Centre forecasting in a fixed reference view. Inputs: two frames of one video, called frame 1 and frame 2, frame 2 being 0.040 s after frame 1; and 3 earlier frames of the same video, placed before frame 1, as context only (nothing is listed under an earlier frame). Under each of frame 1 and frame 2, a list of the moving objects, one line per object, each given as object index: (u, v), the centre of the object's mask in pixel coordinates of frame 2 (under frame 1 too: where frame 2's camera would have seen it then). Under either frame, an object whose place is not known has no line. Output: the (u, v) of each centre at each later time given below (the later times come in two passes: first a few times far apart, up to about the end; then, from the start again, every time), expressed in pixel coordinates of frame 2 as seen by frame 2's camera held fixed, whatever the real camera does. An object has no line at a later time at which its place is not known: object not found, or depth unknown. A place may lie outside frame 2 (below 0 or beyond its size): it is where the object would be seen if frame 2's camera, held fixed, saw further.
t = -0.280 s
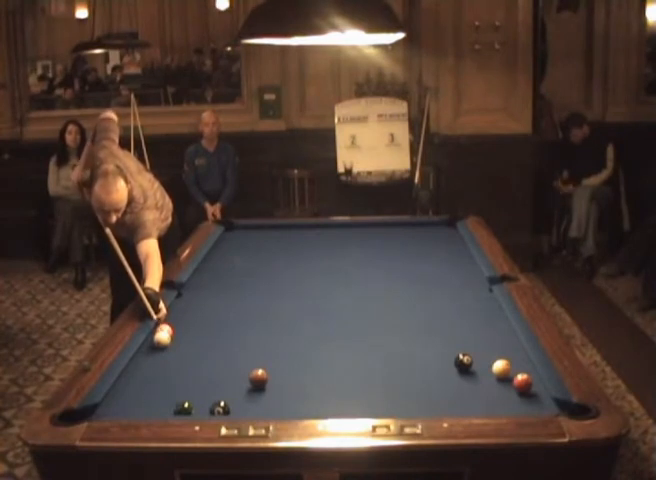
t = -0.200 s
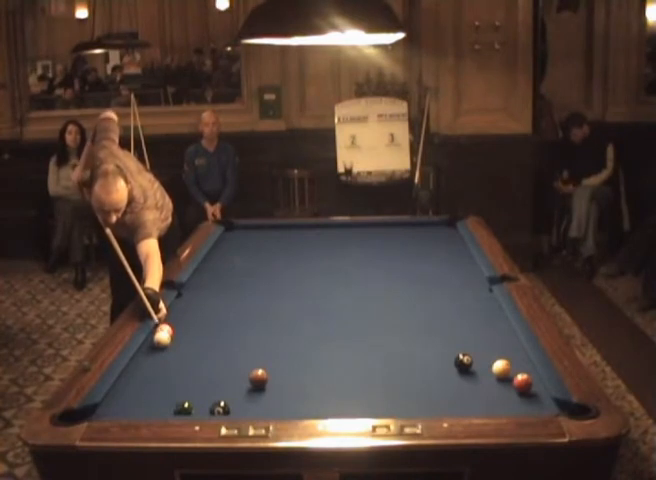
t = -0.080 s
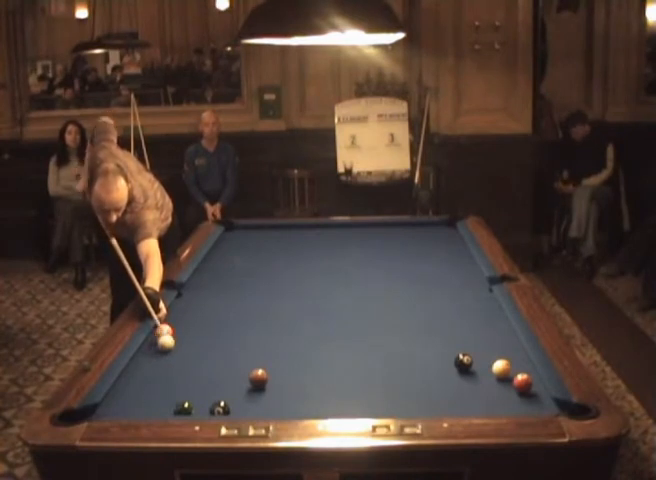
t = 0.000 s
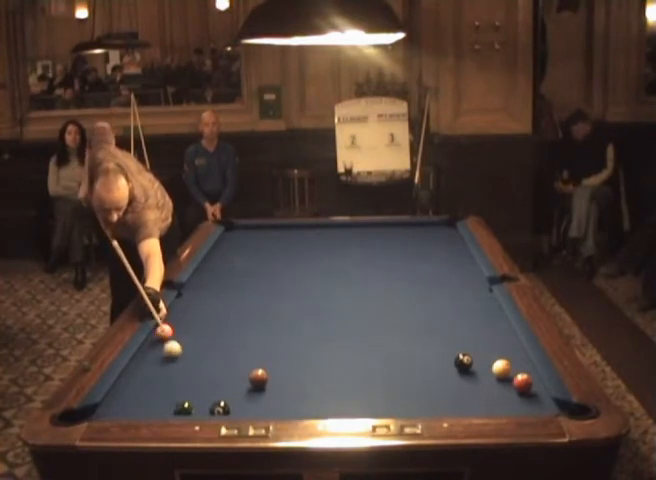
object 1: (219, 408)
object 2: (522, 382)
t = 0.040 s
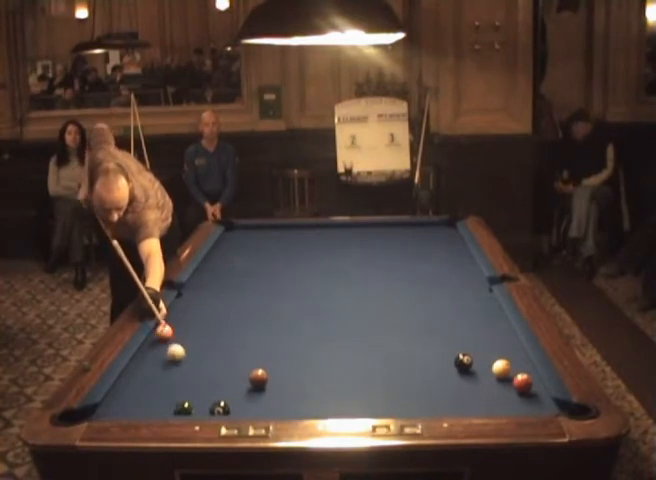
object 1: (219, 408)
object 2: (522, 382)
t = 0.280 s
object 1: (219, 408)
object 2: (522, 382)
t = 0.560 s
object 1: (220, 409)
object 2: (522, 382)
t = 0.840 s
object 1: (221, 403)
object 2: (522, 382)
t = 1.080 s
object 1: (225, 391)
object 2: (522, 382)
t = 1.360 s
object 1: (229, 379)
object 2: (522, 382)
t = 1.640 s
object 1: (232, 369)
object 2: (522, 382)
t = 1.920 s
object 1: (235, 360)
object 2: (522, 382)
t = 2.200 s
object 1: (237, 353)
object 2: (522, 382)
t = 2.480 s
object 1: (239, 347)
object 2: (522, 382)
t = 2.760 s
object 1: (240, 342)
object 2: (522, 382)
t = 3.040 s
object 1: (242, 337)
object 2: (531, 381)
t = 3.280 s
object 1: (243, 333)
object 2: (530, 379)
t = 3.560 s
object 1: (244, 331)
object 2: (526, 376)
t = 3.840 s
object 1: (246, 328)
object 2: (522, 375)
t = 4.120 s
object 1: (248, 326)
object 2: (520, 374)
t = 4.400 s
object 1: (248, 324)
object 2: (520, 374)
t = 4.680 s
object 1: (247, 324)
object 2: (520, 374)
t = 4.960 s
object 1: (247, 324)
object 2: (520, 374)
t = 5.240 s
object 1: (247, 324)
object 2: (520, 374)
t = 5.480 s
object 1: (247, 324)
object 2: (520, 374)
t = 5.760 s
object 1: (247, 324)
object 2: (521, 374)
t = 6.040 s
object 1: (247, 324)
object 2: (520, 375)
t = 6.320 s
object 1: (247, 324)
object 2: (520, 375)
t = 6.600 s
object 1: (247, 324)
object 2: (520, 375)
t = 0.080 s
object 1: (219, 408)
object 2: (522, 382)
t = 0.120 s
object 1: (219, 408)
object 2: (522, 382)
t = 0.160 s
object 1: (219, 408)
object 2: (522, 382)
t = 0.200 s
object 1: (219, 408)
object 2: (522, 382)
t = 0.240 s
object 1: (219, 408)
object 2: (522, 382)
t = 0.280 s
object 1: (219, 408)
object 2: (522, 382)
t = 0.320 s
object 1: (219, 408)
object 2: (522, 382)
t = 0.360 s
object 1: (219, 408)
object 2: (522, 382)
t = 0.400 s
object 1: (220, 408)
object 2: (522, 382)
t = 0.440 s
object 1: (220, 409)
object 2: (522, 382)
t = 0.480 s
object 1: (220, 408)
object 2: (522, 382)
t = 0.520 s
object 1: (219, 408)
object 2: (522, 382)
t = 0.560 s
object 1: (220, 409)
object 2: (522, 382)
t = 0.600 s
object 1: (221, 409)
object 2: (522, 382)
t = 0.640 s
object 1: (219, 407)
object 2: (522, 382)
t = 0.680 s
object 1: (220, 406)
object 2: (522, 382)
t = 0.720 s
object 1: (220, 405)
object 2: (522, 382)
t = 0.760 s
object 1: (221, 404)
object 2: (522, 382)
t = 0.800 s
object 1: (222, 403)
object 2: (522, 382)
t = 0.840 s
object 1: (221, 403)
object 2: (522, 382)
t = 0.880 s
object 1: (223, 400)
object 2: (522, 382)
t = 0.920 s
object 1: (223, 397)
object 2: (522, 382)
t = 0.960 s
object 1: (224, 395)
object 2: (522, 382)
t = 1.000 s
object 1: (225, 394)
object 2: (522, 382)
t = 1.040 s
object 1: (225, 392)
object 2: (522, 382)
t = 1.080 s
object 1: (225, 391)
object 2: (522, 382)
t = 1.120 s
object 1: (226, 388)
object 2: (522, 382)
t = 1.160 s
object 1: (227, 386)
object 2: (522, 382)
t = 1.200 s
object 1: (227, 384)
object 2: (522, 382)
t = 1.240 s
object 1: (228, 383)
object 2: (522, 382)
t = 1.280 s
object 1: (228, 381)
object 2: (522, 382)
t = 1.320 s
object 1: (229, 379)
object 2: (522, 382)
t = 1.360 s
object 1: (229, 379)
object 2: (522, 382)
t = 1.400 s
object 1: (230, 377)
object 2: (522, 382)
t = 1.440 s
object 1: (230, 375)
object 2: (522, 382)
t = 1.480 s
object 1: (231, 374)
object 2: (522, 382)
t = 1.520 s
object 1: (231, 372)
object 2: (522, 382)
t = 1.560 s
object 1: (232, 370)
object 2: (522, 382)
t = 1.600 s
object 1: (232, 370)
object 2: (522, 382)
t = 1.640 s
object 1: (232, 369)
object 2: (522, 382)
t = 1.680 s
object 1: (233, 368)
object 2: (522, 382)
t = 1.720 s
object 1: (233, 366)
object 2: (522, 382)
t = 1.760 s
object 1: (233, 365)
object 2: (522, 382)
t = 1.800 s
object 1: (234, 364)
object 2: (522, 382)
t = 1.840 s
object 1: (234, 362)
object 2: (522, 382)
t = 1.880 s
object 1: (234, 361)
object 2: (522, 382)
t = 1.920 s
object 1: (235, 360)
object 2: (522, 382)
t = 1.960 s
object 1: (235, 359)
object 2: (522, 382)
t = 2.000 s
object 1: (236, 358)
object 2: (522, 382)
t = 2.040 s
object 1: (236, 357)
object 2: (522, 382)
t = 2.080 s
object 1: (236, 357)
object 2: (522, 382)
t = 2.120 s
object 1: (236, 355)
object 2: (522, 382)
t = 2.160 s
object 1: (237, 354)
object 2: (522, 382)
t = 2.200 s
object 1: (237, 353)
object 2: (522, 382)
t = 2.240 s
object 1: (237, 352)
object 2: (522, 382)
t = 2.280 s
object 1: (237, 351)
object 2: (522, 382)
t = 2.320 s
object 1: (238, 350)
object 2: (522, 382)
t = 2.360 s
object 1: (238, 349)
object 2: (522, 382)
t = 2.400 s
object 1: (238, 349)
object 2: (522, 382)
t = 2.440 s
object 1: (238, 348)
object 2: (522, 382)
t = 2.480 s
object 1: (239, 347)
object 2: (522, 382)
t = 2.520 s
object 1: (239, 346)
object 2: (522, 382)
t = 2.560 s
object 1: (239, 345)
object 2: (522, 382)
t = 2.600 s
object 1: (240, 344)
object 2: (522, 382)
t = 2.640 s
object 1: (240, 344)
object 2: (522, 382)
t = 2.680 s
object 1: (240, 343)
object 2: (522, 382)
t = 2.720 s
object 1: (240, 342)
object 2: (522, 382)
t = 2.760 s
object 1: (240, 342)
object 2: (522, 382)
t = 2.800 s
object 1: (241, 341)
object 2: (523, 382)
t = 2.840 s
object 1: (241, 340)
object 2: (523, 382)
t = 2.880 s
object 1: (241, 340)
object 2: (524, 382)
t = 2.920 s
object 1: (241, 339)
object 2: (526, 381)
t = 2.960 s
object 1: (241, 339)
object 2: (527, 381)
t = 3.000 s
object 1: (242, 338)
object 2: (529, 381)
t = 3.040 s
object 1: (242, 337)
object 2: (531, 381)
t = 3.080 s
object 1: (242, 336)
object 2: (532, 380)
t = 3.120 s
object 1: (242, 336)
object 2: (532, 380)
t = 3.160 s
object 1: (242, 335)
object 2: (532, 380)
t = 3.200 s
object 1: (242, 335)
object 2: (531, 380)
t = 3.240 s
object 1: (243, 334)
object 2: (531, 380)
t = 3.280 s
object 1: (243, 333)
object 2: (530, 379)
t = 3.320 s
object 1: (243, 333)
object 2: (529, 378)
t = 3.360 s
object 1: (243, 333)
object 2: (529, 378)
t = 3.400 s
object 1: (243, 332)
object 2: (528, 378)
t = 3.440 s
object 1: (244, 332)
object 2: (528, 377)
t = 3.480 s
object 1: (244, 331)
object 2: (527, 377)
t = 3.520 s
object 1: (244, 331)
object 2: (526, 376)
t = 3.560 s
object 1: (244, 331)
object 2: (526, 376)
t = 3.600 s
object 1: (244, 330)
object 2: (525, 375)
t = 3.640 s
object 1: (245, 330)
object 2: (525, 375)
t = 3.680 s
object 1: (245, 329)
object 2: (524, 375)
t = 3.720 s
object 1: (245, 329)
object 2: (524, 375)
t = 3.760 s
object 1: (246, 328)
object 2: (523, 375)
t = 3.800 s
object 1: (246, 328)
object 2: (523, 375)
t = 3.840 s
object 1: (246, 328)
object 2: (522, 375)
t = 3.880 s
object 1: (247, 328)
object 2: (522, 374)
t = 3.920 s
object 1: (247, 327)
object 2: (522, 374)
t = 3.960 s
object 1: (247, 327)
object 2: (522, 374)
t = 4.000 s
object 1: (248, 326)
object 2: (521, 374)
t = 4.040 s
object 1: (247, 326)
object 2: (521, 374)
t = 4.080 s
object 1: (248, 325)
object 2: (520, 374)
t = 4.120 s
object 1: (248, 326)
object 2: (520, 374)
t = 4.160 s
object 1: (248, 325)
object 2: (520, 374)
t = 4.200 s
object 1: (248, 325)
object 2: (520, 374)
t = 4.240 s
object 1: (248, 324)
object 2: (520, 374)
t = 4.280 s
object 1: (248, 324)
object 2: (520, 374)
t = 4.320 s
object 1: (248, 324)
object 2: (520, 374)
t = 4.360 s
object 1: (248, 324)
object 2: (520, 374)
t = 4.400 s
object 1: (248, 324)
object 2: (520, 374)
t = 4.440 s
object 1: (248, 324)
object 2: (520, 374)
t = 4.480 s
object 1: (248, 324)
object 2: (520, 374)
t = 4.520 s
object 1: (248, 324)
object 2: (520, 374)
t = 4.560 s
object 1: (247, 324)
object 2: (520, 374)
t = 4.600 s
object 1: (247, 324)
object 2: (520, 374)
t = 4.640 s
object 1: (247, 324)
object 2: (520, 374)
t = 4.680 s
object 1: (247, 324)
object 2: (520, 374)
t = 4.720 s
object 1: (247, 324)
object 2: (520, 374)
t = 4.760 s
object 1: (247, 324)
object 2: (520, 374)
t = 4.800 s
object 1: (247, 324)
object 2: (520, 374)
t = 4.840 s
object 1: (247, 324)
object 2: (520, 374)
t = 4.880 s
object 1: (247, 324)
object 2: (520, 374)
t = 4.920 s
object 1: (247, 324)
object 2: (520, 374)
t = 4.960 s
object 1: (247, 324)
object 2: (520, 374)
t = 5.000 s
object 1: (247, 324)
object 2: (520, 374)
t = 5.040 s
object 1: (247, 324)
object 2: (520, 374)
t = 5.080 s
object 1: (247, 324)
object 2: (520, 374)
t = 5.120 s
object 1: (247, 324)
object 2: (520, 374)
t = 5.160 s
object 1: (247, 324)
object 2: (520, 374)
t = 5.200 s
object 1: (247, 324)
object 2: (520, 374)
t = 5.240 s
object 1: (247, 324)
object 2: (520, 374)
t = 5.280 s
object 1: (247, 324)
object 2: (520, 374)
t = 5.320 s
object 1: (247, 324)
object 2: (520, 374)
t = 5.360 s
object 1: (247, 324)
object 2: (520, 374)
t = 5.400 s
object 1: (247, 324)
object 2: (520, 374)
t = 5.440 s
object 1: (247, 324)
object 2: (520, 374)
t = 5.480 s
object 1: (247, 324)
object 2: (520, 374)
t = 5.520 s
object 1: (247, 324)
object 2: (520, 374)
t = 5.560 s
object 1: (247, 324)
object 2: (520, 374)
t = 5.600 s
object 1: (247, 324)
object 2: (520, 374)
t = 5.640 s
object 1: (247, 324)
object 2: (520, 374)
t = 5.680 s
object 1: (247, 324)
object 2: (520, 374)
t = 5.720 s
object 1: (247, 324)
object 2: (521, 374)
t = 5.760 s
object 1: (247, 324)
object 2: (521, 374)
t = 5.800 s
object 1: (247, 324)
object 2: (521, 374)
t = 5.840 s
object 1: (247, 324)
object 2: (520, 374)
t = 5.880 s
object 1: (247, 324)
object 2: (520, 374)
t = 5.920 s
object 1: (247, 324)
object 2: (520, 374)
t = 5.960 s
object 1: (247, 324)
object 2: (520, 374)
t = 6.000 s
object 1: (247, 324)
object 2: (520, 374)
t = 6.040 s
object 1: (247, 324)
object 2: (520, 375)
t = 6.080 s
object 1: (247, 324)
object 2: (520, 375)
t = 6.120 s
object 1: (247, 324)
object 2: (520, 375)
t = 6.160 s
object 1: (247, 324)
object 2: (520, 375)
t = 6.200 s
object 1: (247, 324)
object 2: (520, 375)
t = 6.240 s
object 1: (247, 324)
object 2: (520, 375)
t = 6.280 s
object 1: (247, 324)
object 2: (520, 375)
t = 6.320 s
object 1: (247, 324)
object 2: (520, 375)
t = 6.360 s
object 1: (247, 324)
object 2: (520, 375)
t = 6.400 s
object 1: (247, 324)
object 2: (520, 375)
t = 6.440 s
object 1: (247, 324)
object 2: (520, 375)
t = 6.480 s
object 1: (247, 324)
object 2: (520, 375)
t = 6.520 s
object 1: (247, 324)
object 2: (520, 375)
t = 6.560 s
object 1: (247, 324)
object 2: (520, 375)
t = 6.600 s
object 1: (247, 324)
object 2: (520, 375)
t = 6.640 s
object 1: (247, 324)
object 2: (520, 375)
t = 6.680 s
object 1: (247, 324)
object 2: (520, 375)
